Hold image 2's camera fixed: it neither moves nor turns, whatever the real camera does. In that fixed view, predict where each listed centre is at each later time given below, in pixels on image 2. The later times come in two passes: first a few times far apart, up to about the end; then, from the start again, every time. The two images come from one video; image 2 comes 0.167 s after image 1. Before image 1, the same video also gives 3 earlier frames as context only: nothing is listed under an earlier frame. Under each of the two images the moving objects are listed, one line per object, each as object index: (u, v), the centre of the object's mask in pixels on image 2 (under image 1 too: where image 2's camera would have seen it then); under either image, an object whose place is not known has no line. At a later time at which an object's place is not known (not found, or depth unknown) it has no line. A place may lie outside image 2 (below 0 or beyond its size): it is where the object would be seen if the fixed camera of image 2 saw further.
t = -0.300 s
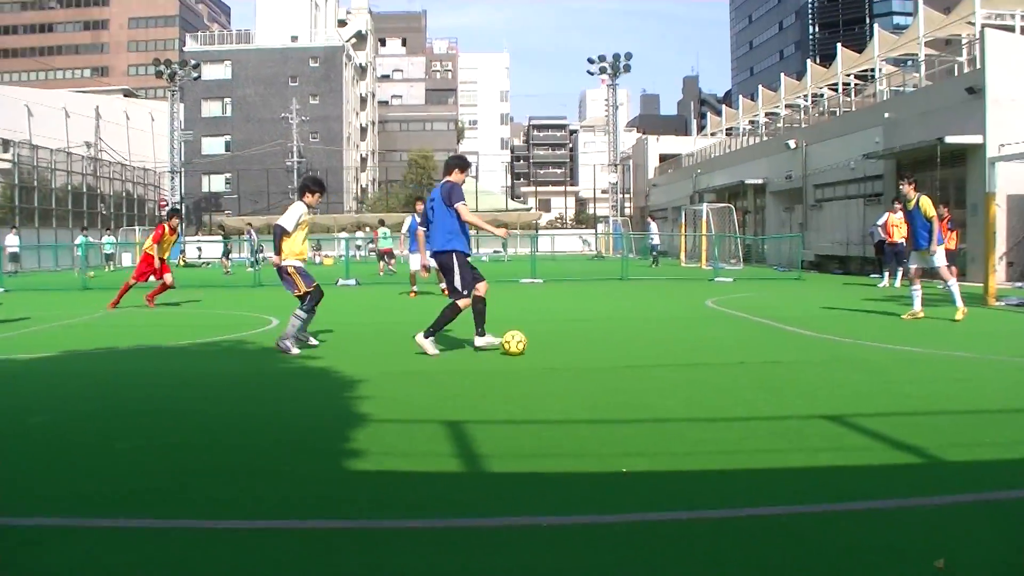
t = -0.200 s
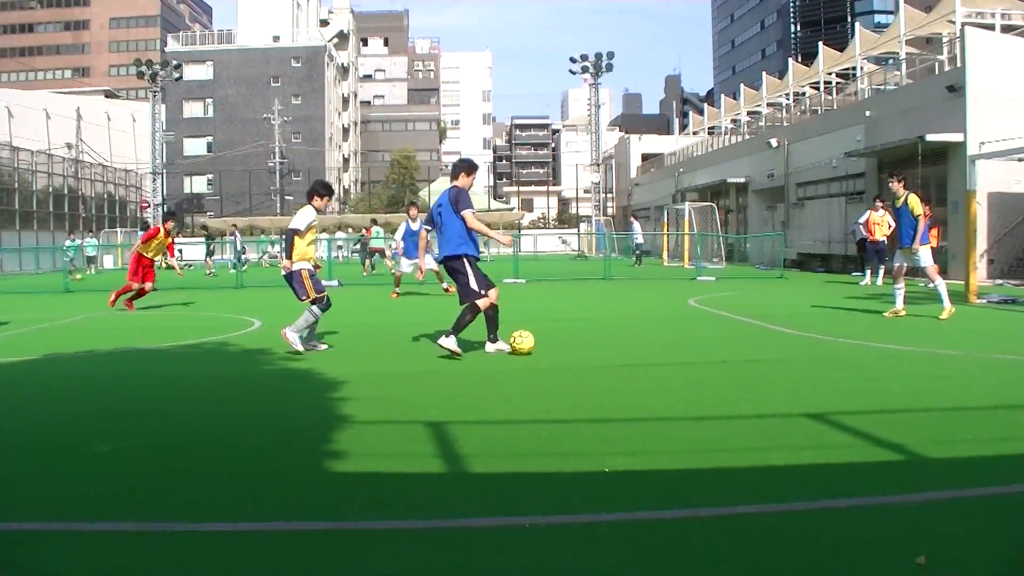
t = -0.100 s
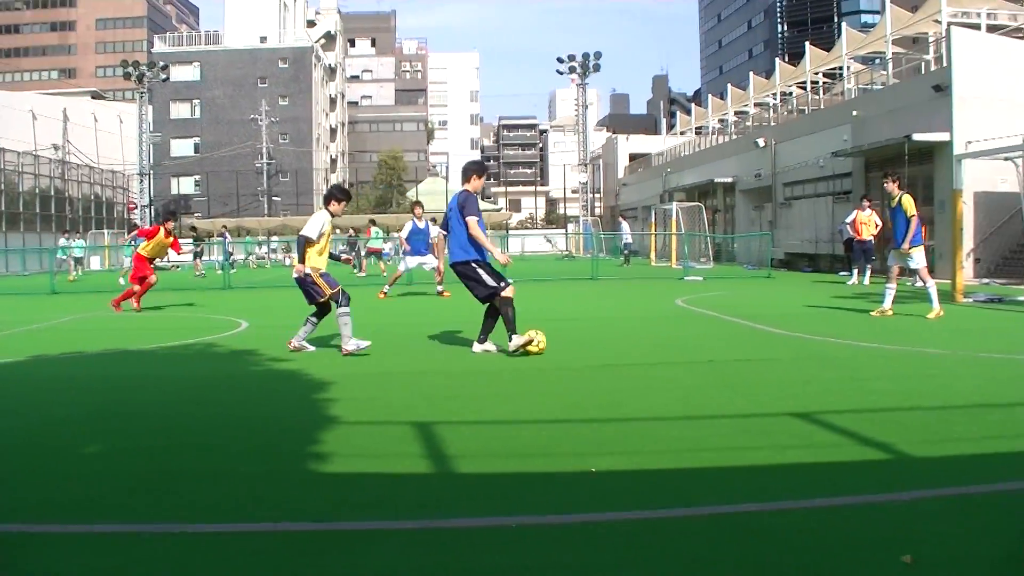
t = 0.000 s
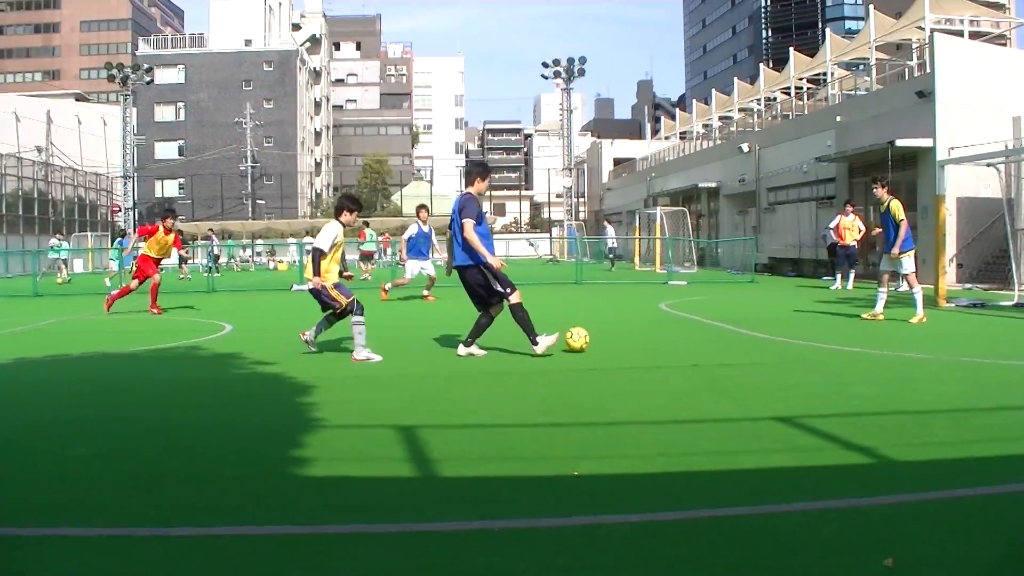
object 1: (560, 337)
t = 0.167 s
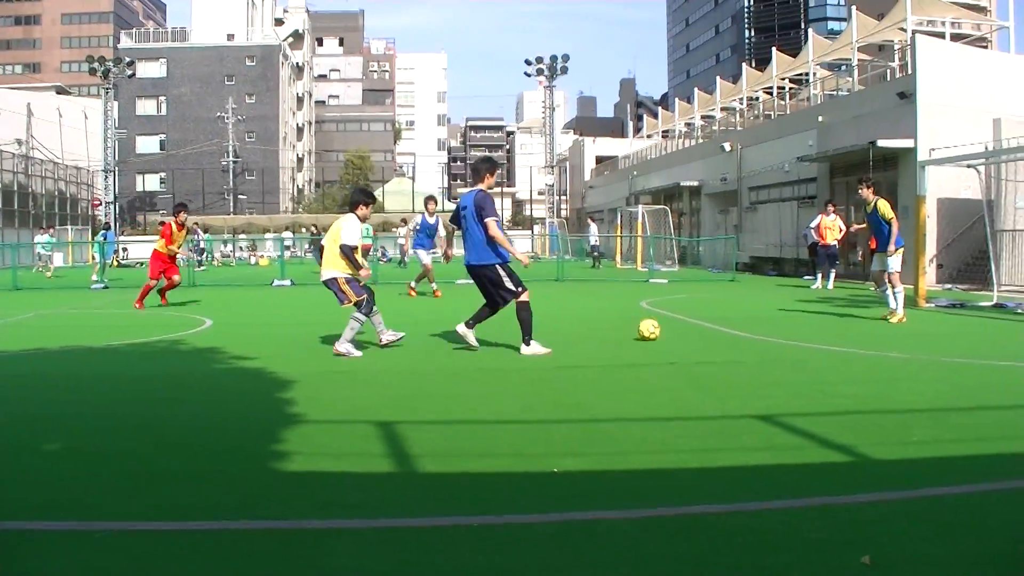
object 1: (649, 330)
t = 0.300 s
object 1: (706, 325)
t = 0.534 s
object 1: (787, 320)
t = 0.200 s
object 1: (664, 328)
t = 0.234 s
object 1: (678, 327)
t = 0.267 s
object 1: (692, 326)
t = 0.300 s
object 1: (706, 325)
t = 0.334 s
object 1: (718, 324)
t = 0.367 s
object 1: (730, 324)
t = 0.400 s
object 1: (742, 322)
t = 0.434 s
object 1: (753, 322)
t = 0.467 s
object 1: (764, 322)
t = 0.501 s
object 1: (776, 320)
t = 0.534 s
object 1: (787, 320)
